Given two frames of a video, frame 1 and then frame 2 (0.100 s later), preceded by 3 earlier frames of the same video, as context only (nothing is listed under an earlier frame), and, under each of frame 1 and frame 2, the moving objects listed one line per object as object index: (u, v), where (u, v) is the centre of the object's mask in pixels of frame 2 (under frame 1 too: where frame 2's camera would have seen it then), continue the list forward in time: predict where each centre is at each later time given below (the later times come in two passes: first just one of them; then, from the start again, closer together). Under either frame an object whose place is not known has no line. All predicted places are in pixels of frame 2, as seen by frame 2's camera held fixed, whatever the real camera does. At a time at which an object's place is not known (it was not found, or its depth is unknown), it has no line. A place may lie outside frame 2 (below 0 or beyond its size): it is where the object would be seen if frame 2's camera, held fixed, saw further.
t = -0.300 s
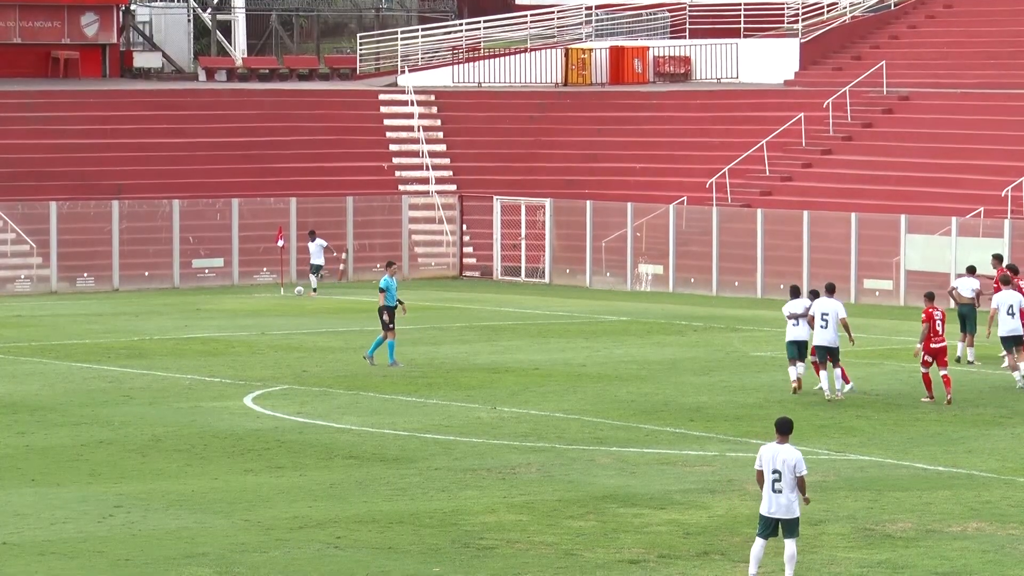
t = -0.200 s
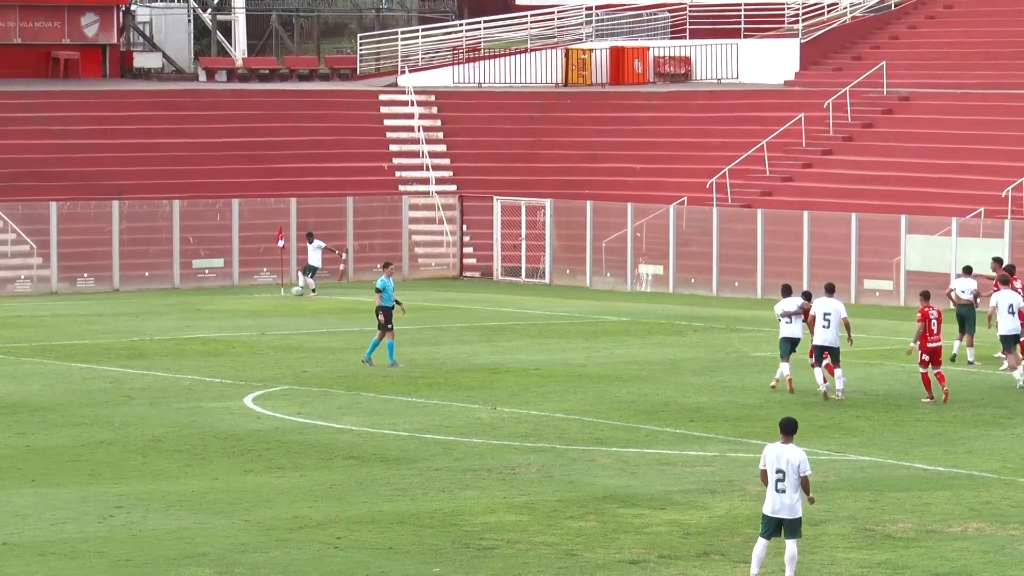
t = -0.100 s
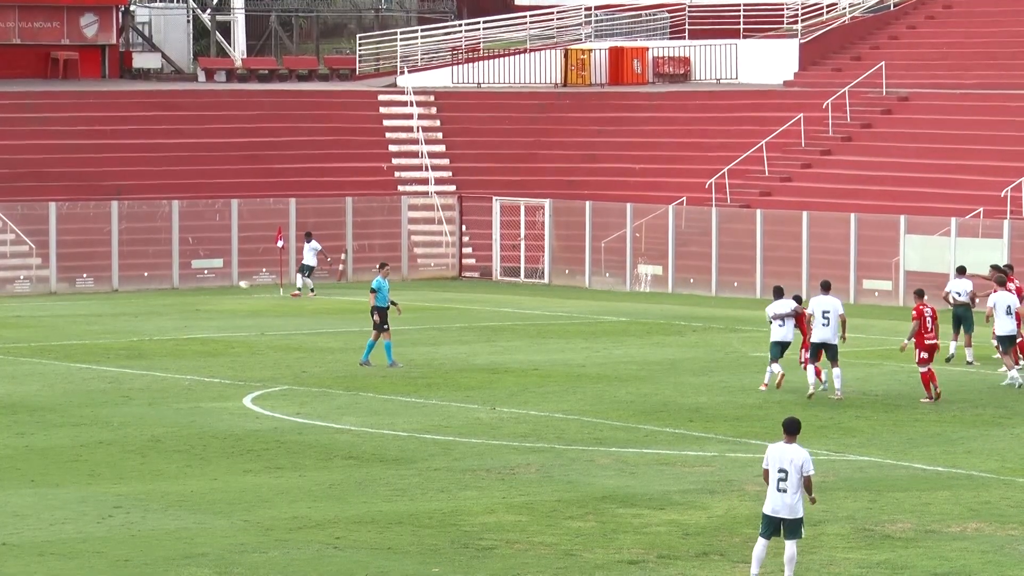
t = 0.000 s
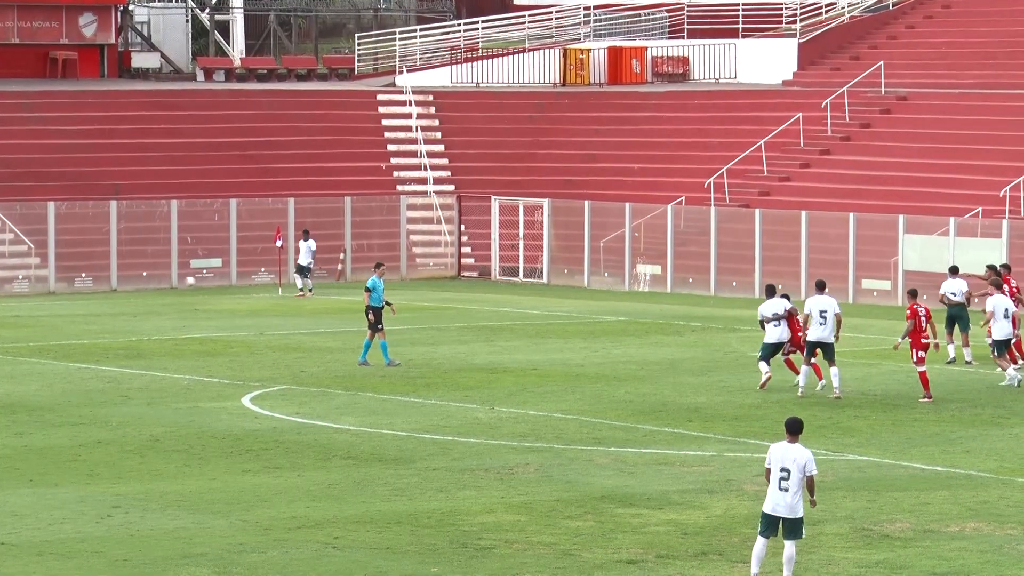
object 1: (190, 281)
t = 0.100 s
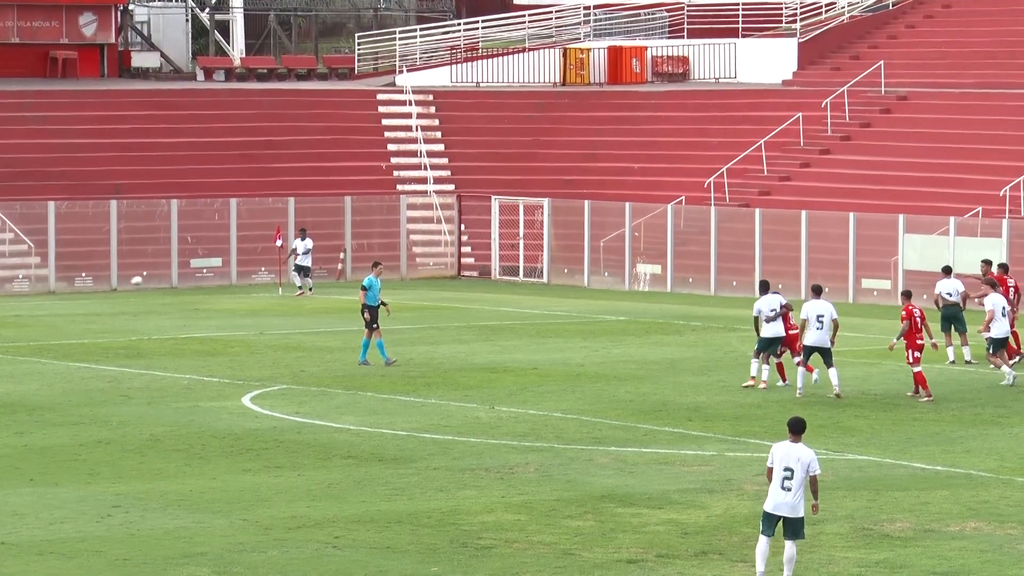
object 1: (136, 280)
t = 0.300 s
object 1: (31, 289)
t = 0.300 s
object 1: (31, 289)
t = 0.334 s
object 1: (12, 293)
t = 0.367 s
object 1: (-8, 297)
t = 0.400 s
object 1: (-26, 301)
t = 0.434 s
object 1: (-46, 306)
